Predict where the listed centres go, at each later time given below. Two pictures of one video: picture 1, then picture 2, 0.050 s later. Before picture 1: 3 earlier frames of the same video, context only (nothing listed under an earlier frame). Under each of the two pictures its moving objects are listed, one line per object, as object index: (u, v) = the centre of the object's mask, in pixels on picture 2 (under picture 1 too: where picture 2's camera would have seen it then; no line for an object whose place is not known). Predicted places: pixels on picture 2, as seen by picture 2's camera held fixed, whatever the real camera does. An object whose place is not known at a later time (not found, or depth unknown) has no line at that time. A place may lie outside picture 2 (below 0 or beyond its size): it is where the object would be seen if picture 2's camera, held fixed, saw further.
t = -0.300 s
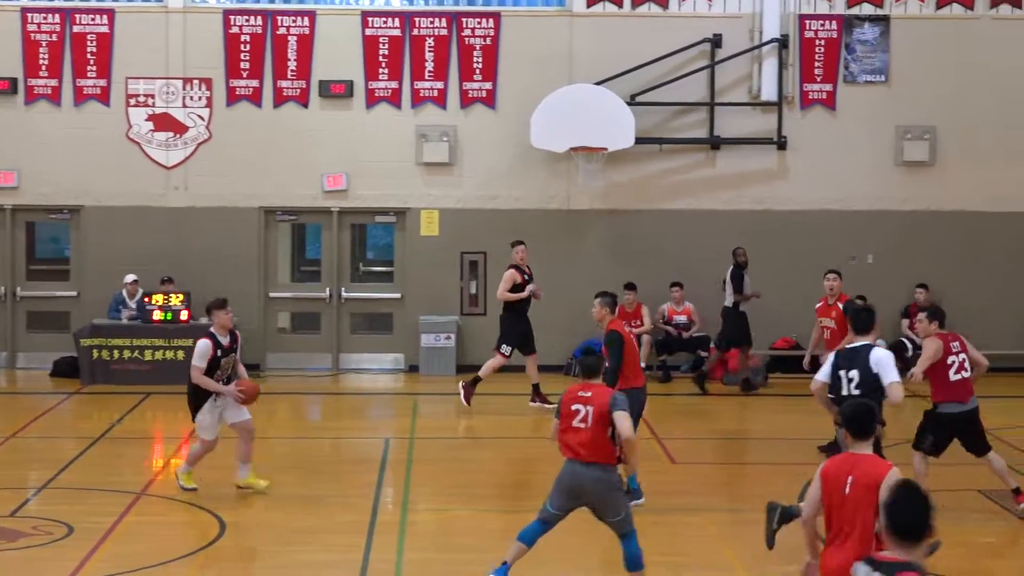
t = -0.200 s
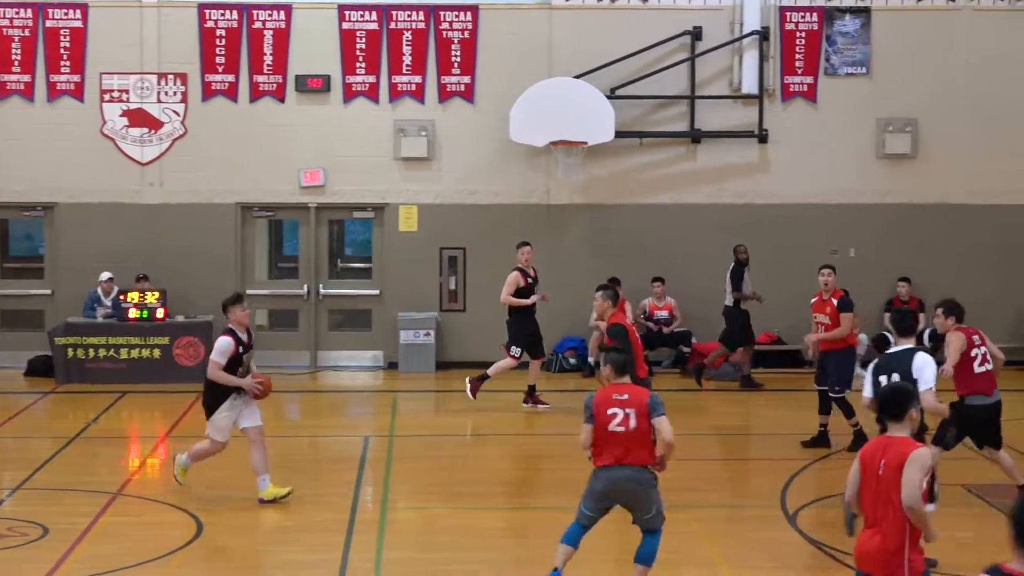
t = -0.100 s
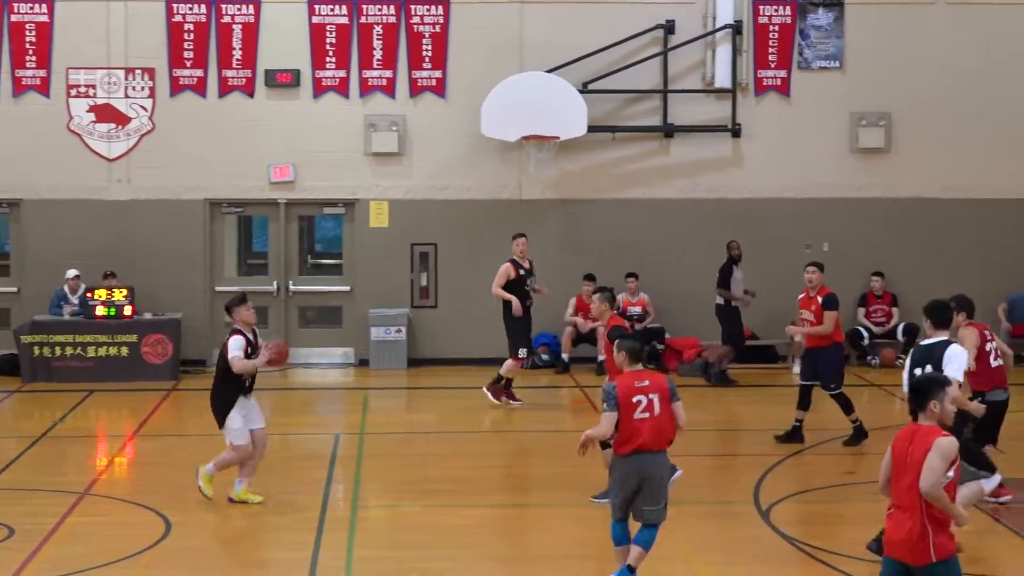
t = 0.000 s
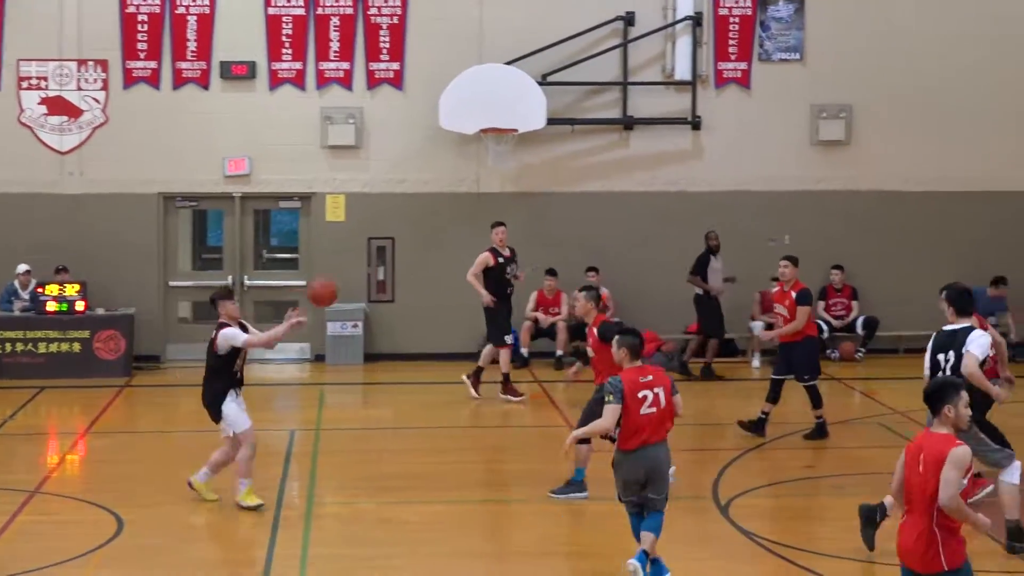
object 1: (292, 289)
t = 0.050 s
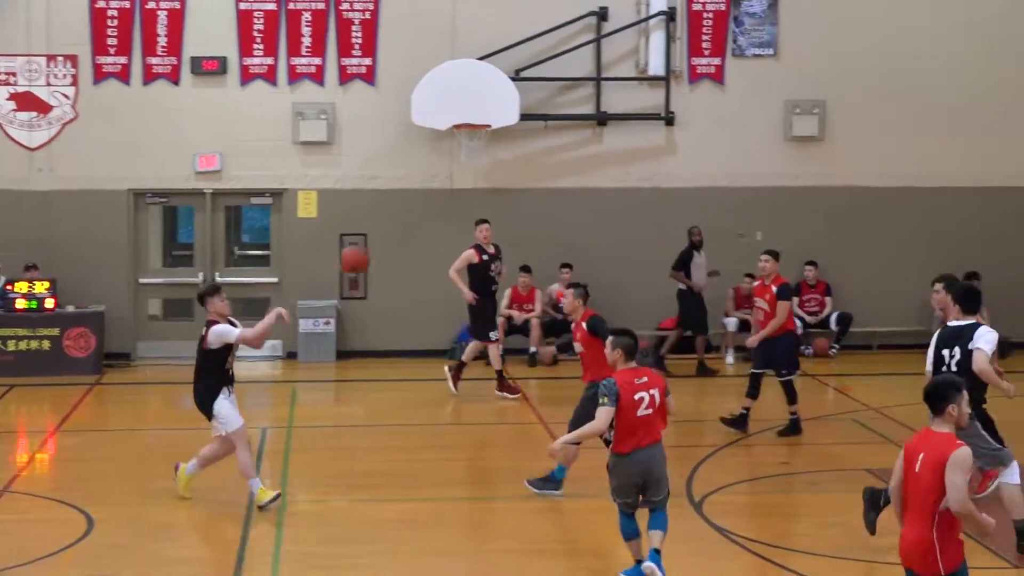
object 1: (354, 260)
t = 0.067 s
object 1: (374, 251)
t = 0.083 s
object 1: (394, 241)
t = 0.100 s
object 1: (414, 233)
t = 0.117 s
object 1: (434, 224)
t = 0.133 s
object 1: (453, 215)
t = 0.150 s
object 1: (472, 208)
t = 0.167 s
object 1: (492, 199)
